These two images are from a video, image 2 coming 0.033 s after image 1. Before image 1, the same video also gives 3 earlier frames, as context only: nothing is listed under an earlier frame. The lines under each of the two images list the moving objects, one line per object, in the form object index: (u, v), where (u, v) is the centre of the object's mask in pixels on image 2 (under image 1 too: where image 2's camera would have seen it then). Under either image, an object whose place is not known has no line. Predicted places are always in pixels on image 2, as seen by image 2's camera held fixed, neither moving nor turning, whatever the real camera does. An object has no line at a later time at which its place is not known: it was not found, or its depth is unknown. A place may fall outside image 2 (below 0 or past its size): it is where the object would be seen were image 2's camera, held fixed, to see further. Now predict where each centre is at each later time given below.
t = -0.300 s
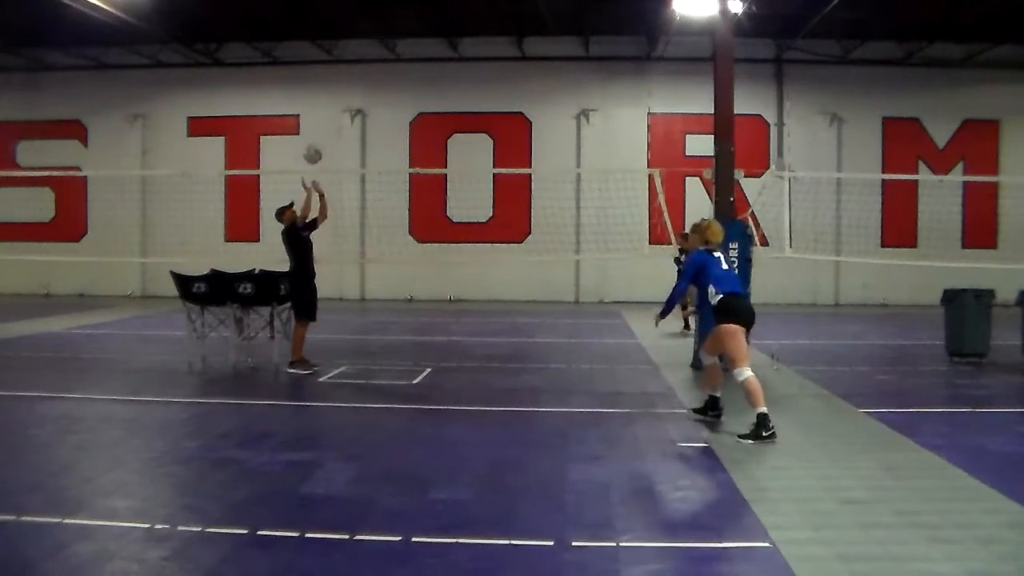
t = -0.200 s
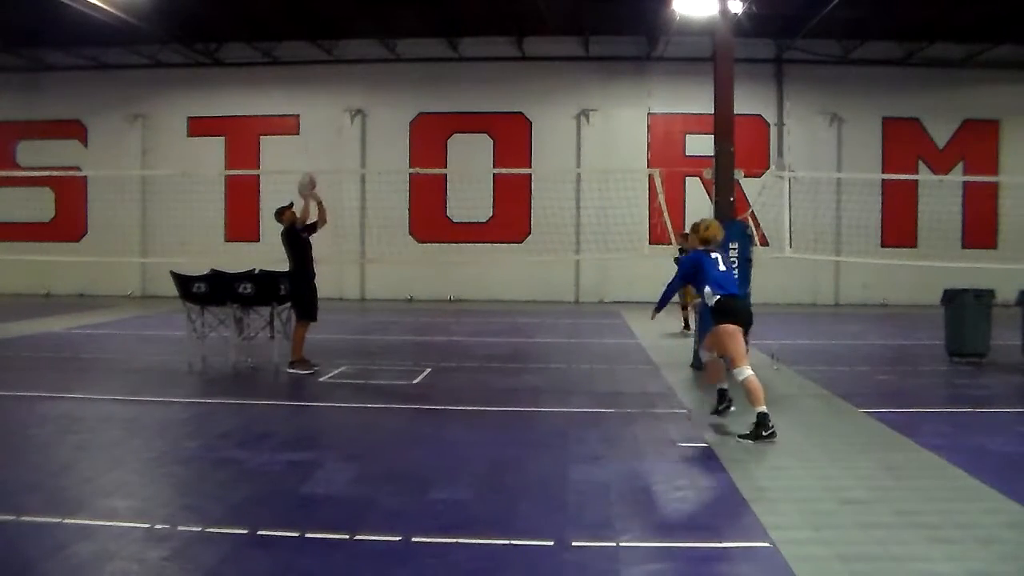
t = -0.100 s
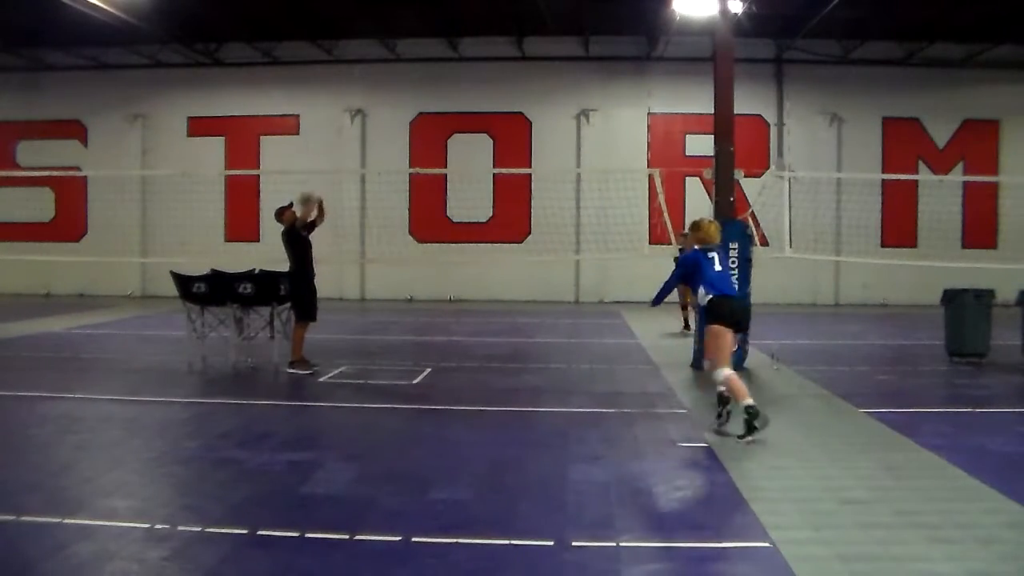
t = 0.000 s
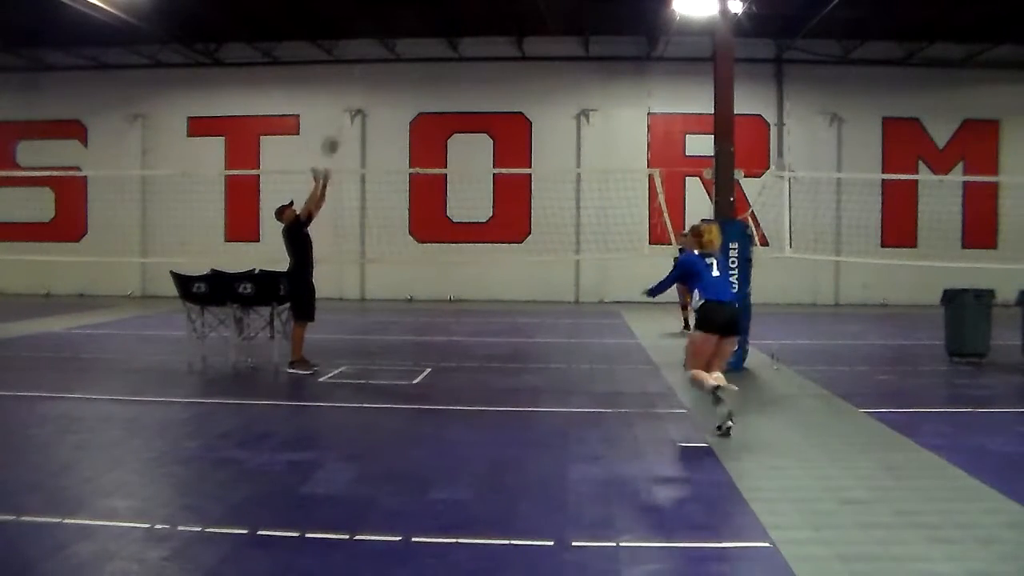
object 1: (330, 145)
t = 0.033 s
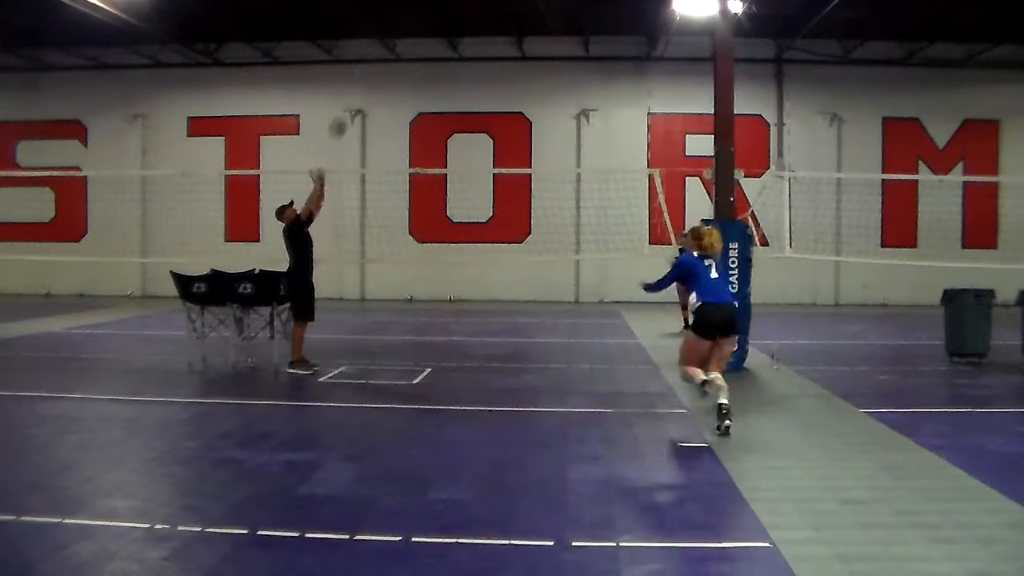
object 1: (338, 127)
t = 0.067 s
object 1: (349, 110)
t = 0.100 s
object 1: (355, 95)
